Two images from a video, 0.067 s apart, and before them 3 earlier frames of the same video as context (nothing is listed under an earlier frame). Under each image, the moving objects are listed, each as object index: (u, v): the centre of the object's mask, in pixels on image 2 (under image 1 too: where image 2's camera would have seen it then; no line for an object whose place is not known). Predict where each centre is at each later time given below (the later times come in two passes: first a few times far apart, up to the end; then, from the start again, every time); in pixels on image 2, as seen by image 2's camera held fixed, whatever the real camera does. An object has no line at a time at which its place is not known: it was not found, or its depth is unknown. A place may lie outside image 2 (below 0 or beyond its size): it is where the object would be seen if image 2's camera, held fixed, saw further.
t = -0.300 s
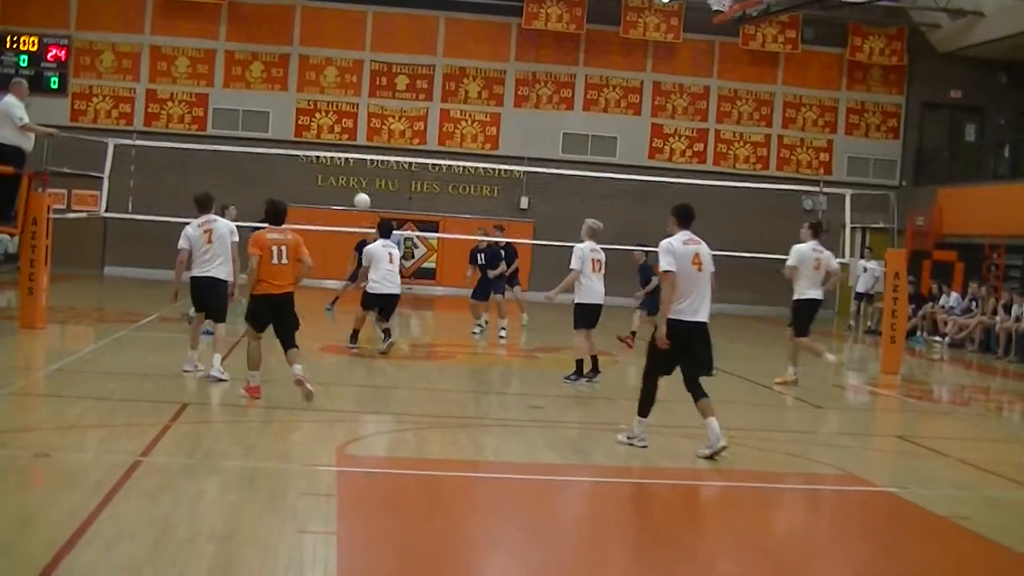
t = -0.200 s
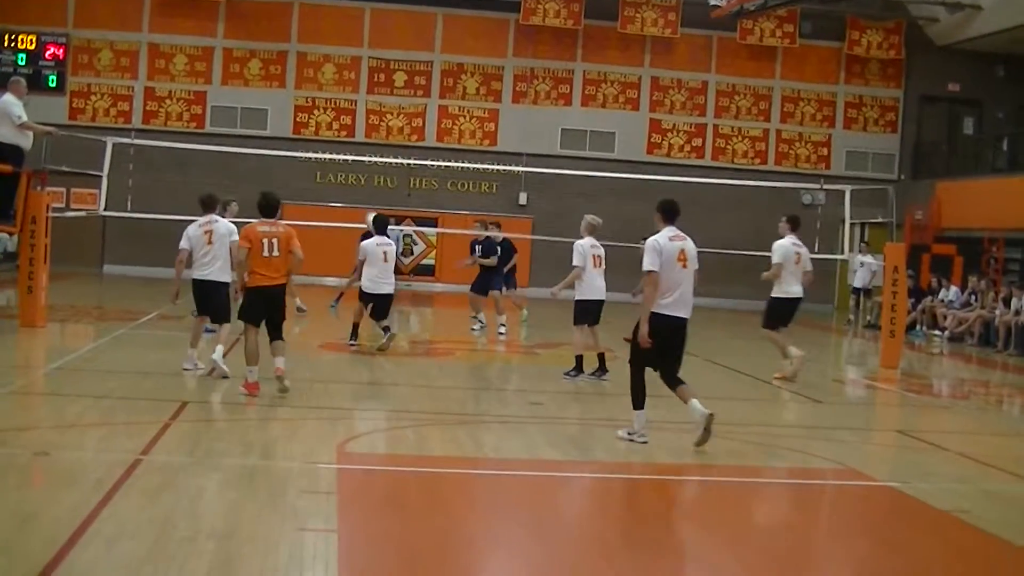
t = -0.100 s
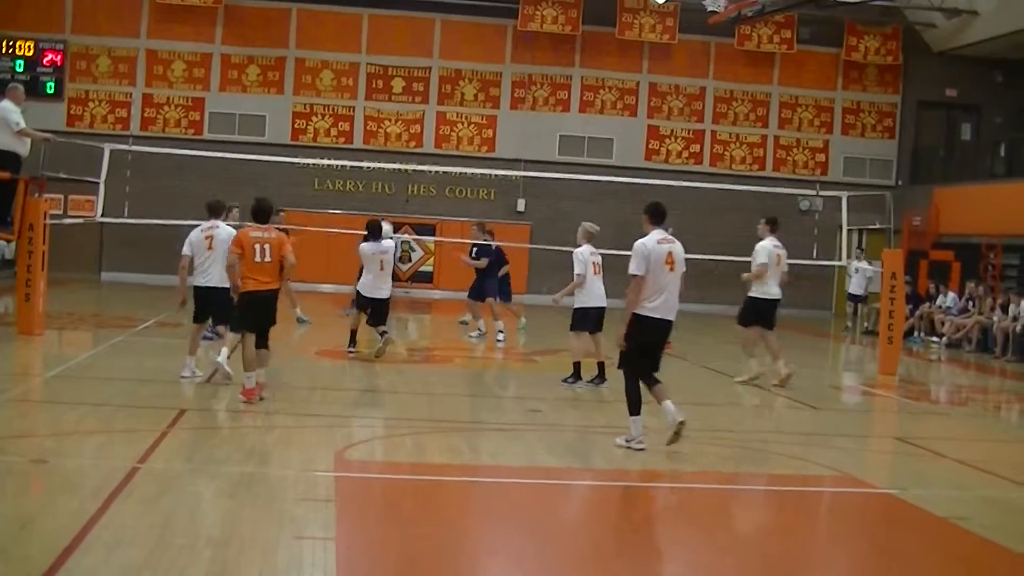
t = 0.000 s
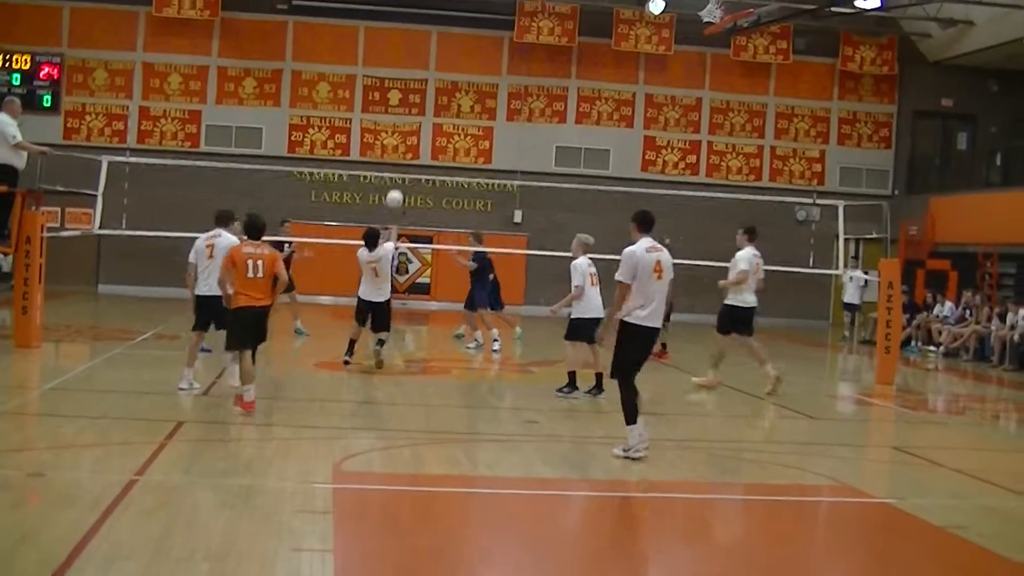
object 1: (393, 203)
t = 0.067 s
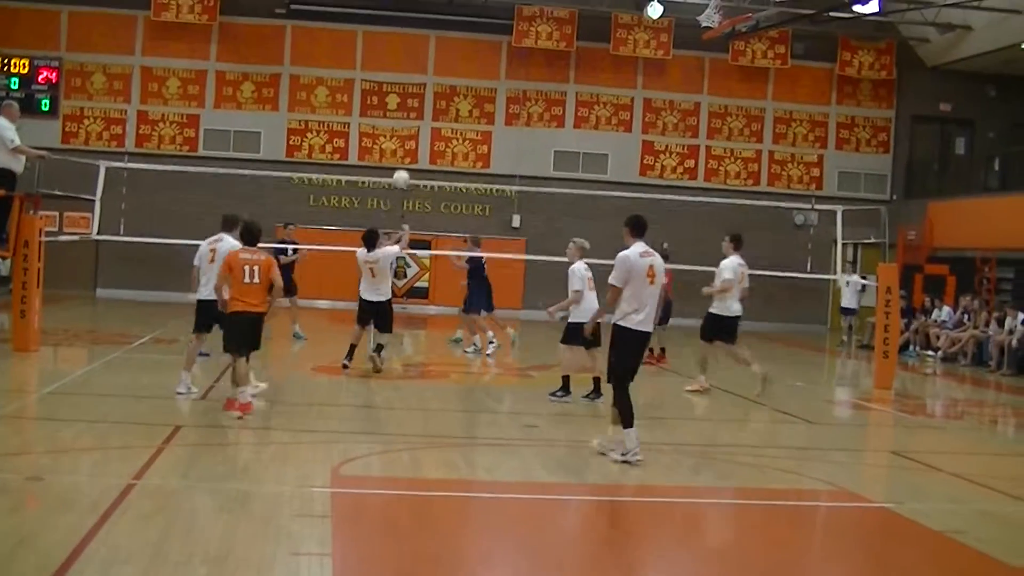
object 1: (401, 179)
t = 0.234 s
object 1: (419, 132)
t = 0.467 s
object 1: (440, 104)
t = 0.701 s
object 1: (457, 116)
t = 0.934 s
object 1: (475, 170)
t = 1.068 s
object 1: (483, 218)
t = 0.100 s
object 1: (404, 168)
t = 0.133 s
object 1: (408, 157)
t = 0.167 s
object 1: (411, 148)
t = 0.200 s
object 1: (414, 140)
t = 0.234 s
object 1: (419, 132)
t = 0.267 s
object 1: (421, 125)
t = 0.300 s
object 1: (425, 118)
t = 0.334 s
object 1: (428, 115)
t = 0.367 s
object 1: (430, 112)
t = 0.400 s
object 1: (433, 108)
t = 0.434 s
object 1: (437, 106)
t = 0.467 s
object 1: (440, 104)
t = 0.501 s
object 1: (443, 103)
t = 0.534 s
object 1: (445, 104)
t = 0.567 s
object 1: (448, 104)
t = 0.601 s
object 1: (450, 106)
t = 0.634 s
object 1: (452, 109)
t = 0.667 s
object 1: (456, 112)
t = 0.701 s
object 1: (457, 116)
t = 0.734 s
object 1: (461, 121)
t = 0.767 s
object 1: (463, 128)
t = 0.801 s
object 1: (465, 135)
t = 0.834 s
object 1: (468, 143)
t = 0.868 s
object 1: (470, 152)
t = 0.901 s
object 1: (472, 159)
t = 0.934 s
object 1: (475, 170)
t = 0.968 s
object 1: (477, 180)
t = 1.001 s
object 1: (479, 193)
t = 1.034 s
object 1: (481, 205)
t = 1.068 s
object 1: (483, 218)
